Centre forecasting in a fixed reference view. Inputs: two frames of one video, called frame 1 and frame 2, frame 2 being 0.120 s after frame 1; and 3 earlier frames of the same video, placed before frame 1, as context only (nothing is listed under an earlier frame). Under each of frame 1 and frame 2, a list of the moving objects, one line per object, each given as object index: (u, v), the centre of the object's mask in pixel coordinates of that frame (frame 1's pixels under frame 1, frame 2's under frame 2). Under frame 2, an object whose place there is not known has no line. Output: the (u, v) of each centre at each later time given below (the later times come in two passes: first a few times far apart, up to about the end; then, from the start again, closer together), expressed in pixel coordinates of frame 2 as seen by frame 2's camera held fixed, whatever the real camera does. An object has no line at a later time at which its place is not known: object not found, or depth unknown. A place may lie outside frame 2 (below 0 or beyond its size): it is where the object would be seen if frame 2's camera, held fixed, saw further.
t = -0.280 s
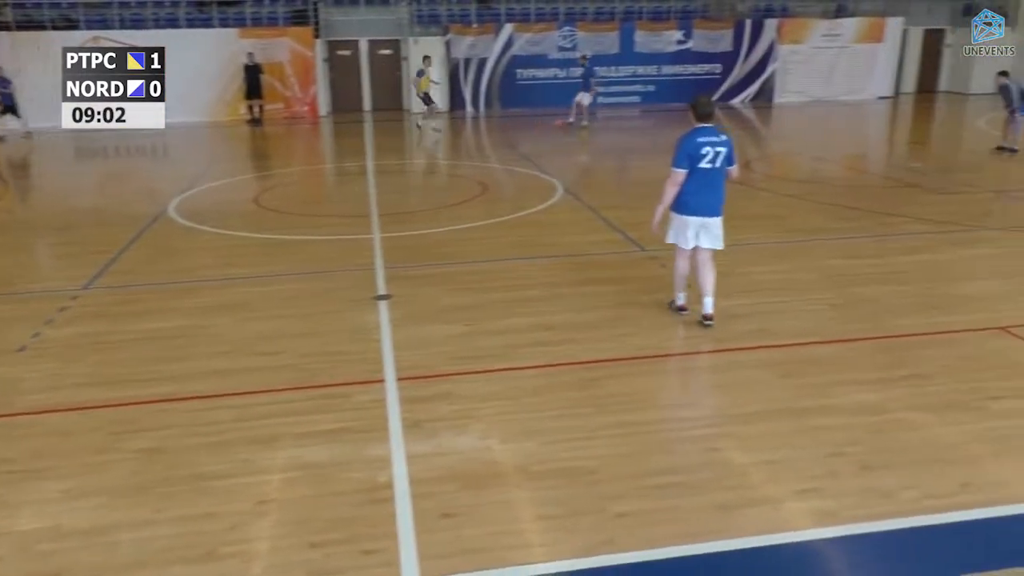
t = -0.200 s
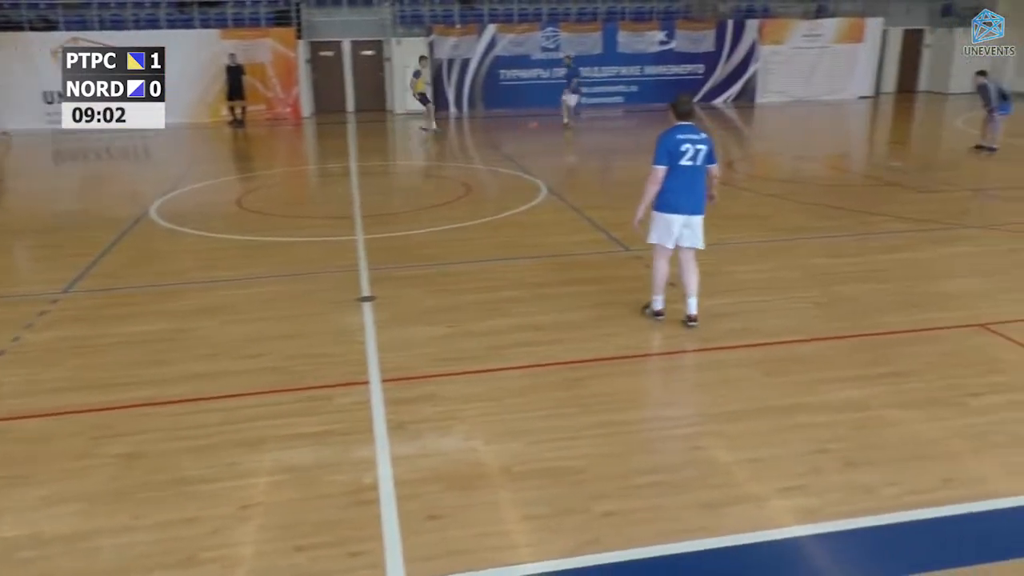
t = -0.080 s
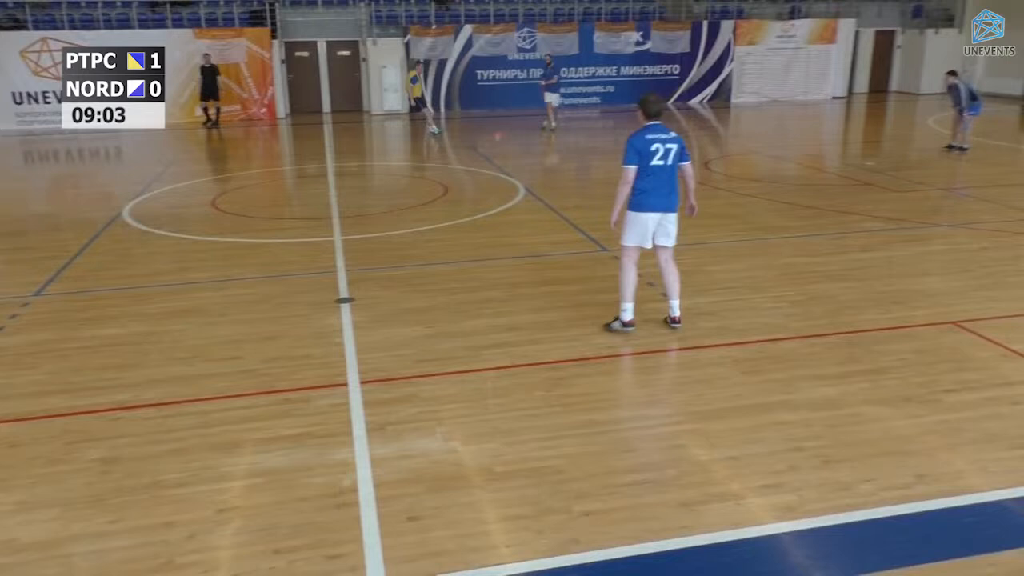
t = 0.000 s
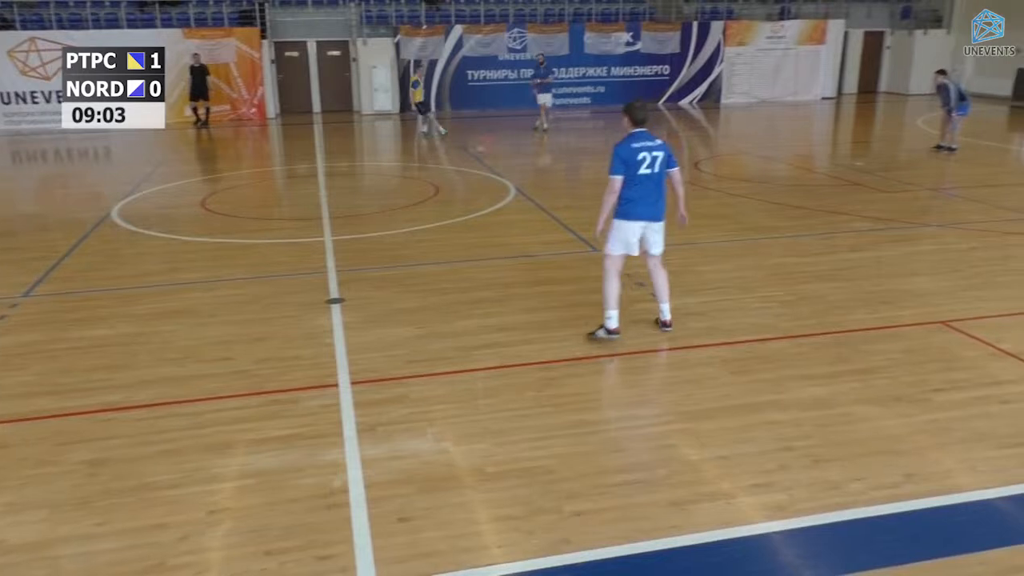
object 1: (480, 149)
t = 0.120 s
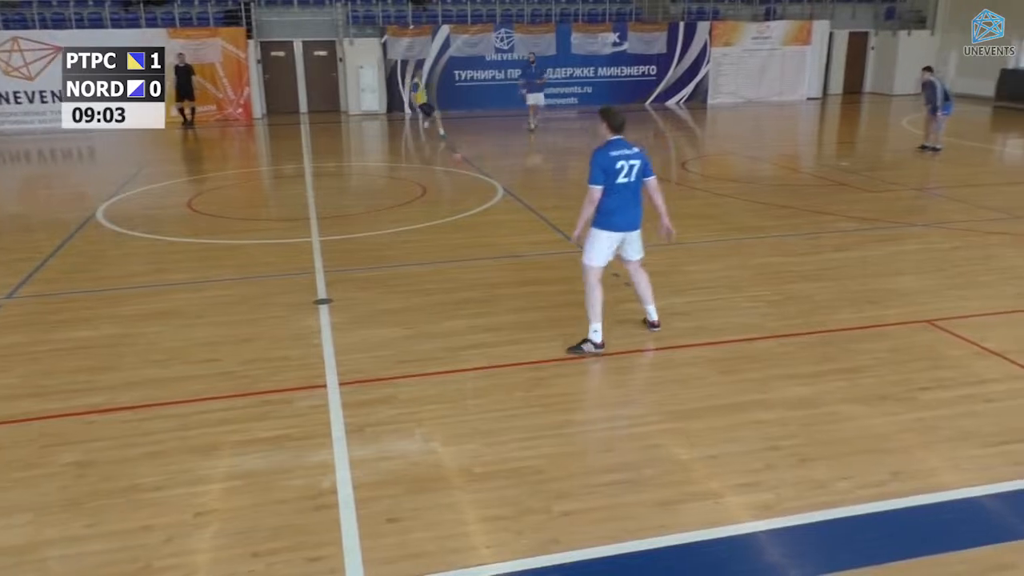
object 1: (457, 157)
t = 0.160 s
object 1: (454, 161)
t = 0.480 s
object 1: (425, 201)
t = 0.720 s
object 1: (406, 234)
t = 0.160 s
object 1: (454, 161)
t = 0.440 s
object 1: (430, 194)
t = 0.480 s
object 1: (425, 201)
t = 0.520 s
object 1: (423, 206)
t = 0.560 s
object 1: (420, 211)
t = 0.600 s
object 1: (418, 214)
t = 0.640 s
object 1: (413, 224)
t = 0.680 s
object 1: (409, 230)
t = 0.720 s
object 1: (406, 234)
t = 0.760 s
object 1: (405, 237)
